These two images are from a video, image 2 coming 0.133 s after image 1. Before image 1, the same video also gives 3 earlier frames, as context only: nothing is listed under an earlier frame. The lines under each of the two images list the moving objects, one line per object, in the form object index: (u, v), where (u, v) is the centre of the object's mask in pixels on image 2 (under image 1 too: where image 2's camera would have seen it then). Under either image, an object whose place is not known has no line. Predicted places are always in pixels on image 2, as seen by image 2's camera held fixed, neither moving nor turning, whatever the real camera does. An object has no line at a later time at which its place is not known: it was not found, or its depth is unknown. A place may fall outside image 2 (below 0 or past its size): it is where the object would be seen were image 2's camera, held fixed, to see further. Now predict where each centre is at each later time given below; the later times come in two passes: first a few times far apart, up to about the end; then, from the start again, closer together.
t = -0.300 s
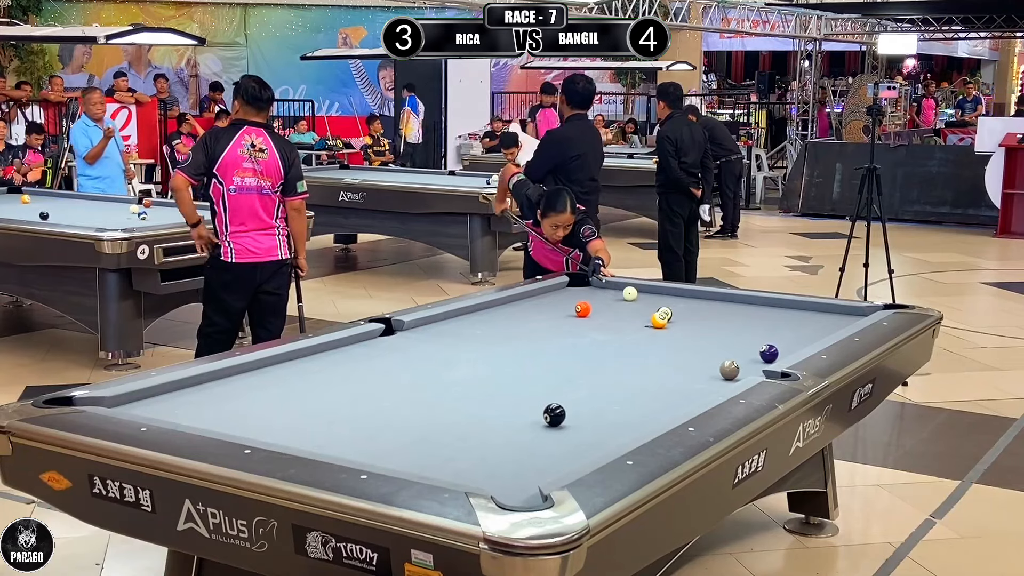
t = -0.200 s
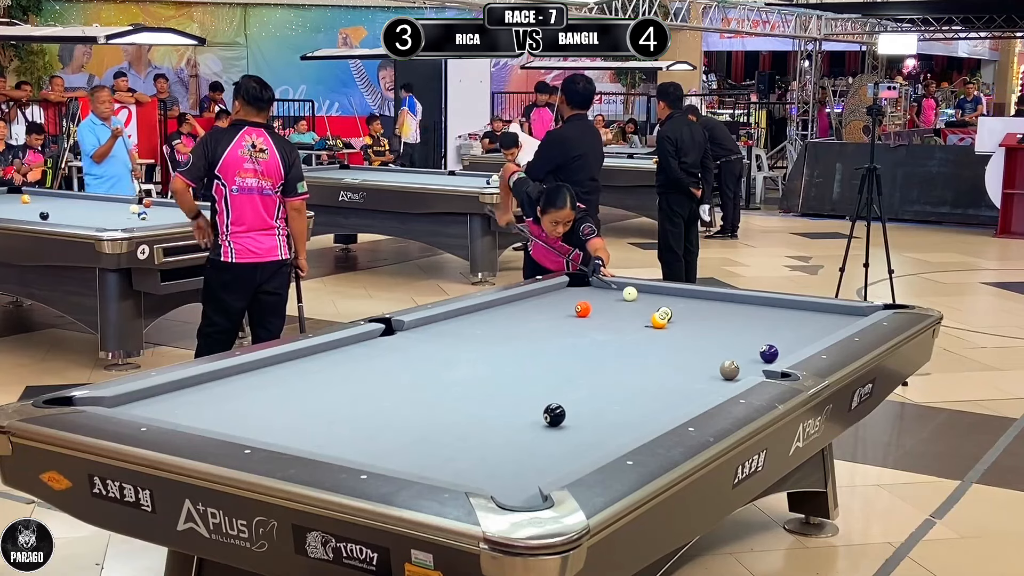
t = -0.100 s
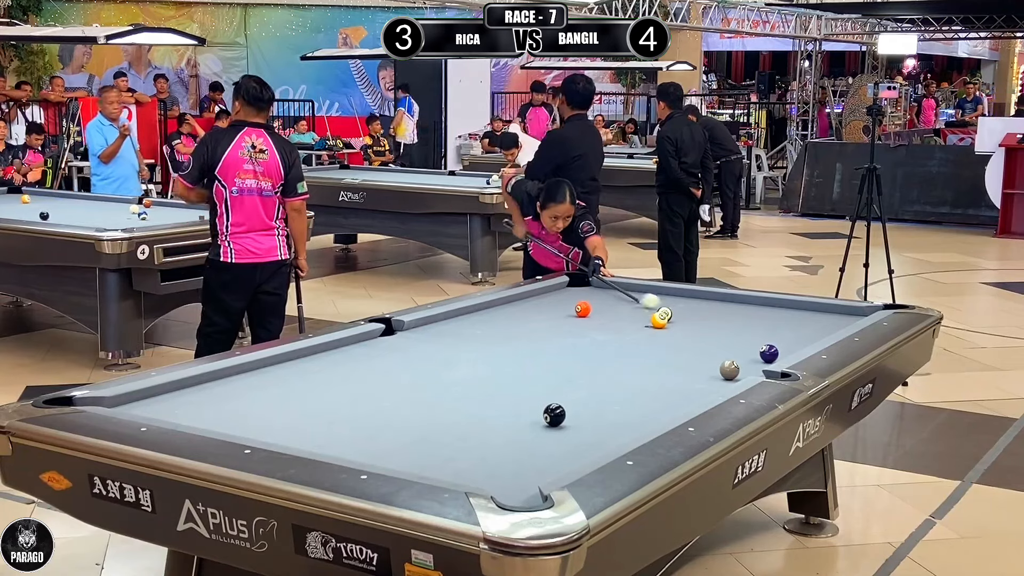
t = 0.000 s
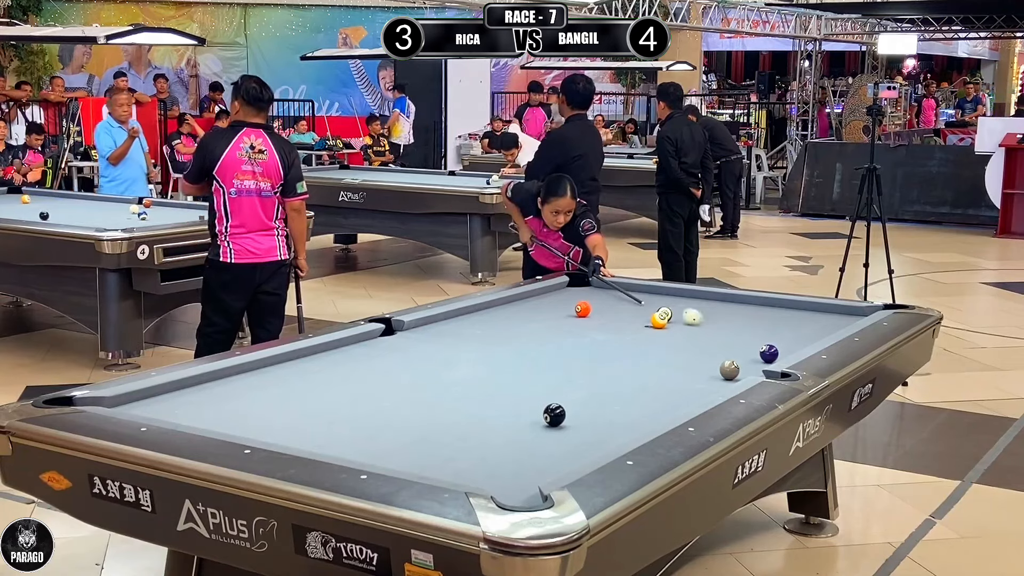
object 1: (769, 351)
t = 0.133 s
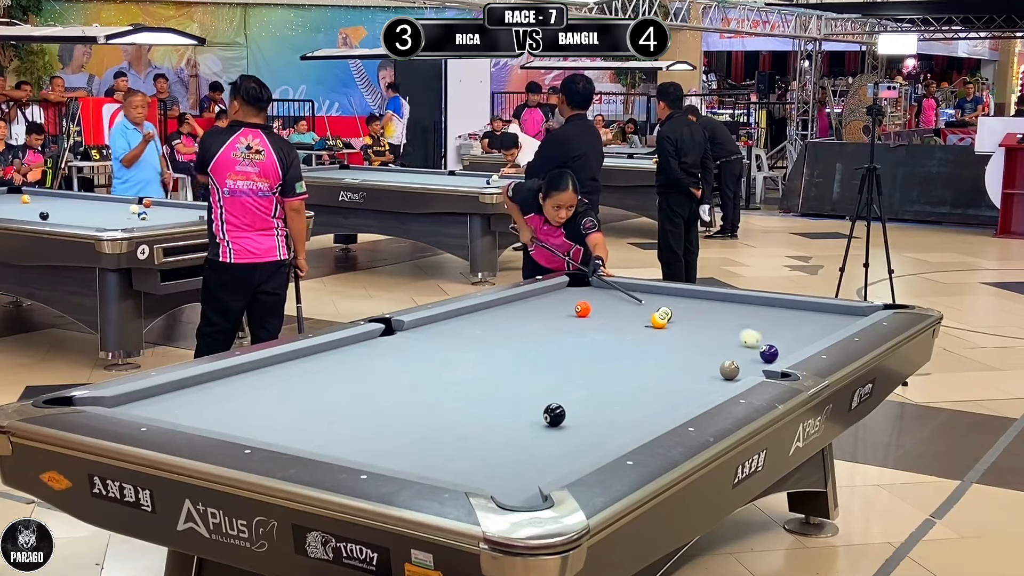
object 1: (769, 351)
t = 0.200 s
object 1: (769, 351)
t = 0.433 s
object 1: (689, 350)
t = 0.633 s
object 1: (622, 349)
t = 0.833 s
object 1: (557, 348)
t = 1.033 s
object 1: (494, 345)
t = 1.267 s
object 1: (422, 343)
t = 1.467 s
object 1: (363, 341)
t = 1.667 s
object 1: (360, 346)
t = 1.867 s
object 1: (370, 351)
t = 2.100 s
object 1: (383, 358)
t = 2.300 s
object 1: (394, 364)
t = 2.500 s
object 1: (405, 369)
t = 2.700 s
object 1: (415, 375)
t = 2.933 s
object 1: (428, 381)
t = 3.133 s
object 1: (439, 387)
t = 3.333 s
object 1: (450, 392)
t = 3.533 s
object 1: (460, 398)
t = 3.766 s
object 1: (472, 404)
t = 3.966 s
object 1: (482, 409)
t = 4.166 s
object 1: (492, 413)
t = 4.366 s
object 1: (502, 418)
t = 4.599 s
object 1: (513, 423)
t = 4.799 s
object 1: (523, 427)
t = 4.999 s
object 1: (531, 431)
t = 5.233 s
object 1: (541, 435)
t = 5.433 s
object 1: (549, 438)
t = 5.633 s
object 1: (556, 441)
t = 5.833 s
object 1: (563, 444)
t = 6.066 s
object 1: (571, 446)
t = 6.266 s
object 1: (576, 448)
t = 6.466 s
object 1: (580, 449)
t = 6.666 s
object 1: (583, 450)
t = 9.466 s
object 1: (588, 449)
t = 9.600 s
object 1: (587, 449)
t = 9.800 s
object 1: (587, 449)
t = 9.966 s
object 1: (587, 449)
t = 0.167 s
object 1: (769, 351)
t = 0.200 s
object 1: (769, 351)
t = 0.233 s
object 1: (768, 351)
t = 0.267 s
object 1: (754, 351)
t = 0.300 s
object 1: (739, 352)
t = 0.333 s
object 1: (725, 351)
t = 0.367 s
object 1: (712, 351)
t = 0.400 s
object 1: (700, 350)
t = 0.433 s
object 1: (689, 350)
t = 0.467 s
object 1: (678, 350)
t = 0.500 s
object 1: (666, 350)
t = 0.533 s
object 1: (655, 349)
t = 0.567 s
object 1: (644, 349)
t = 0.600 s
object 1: (633, 349)
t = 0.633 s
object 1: (622, 349)
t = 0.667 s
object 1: (611, 348)
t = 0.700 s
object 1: (600, 348)
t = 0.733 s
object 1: (589, 348)
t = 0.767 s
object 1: (578, 347)
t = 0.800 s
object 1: (567, 347)
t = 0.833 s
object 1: (557, 348)
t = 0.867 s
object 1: (546, 346)
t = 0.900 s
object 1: (535, 346)
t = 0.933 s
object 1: (525, 346)
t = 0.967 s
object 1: (514, 346)
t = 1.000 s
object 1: (504, 346)
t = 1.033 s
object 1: (494, 345)
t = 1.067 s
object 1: (483, 345)
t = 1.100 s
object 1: (473, 344)
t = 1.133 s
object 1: (462, 344)
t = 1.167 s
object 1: (452, 344)
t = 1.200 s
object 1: (442, 344)
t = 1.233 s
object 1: (432, 343)
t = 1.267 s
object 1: (422, 343)
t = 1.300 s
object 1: (412, 343)
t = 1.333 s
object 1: (402, 342)
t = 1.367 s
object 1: (392, 342)
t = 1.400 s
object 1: (382, 342)
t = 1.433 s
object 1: (372, 342)
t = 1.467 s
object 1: (363, 341)
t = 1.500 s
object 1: (353, 342)
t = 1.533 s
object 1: (350, 342)
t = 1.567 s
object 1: (353, 343)
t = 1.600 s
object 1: (355, 344)
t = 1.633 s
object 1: (357, 345)
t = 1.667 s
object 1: (360, 346)
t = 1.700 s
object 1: (361, 347)
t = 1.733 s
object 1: (363, 348)
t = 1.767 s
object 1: (365, 349)
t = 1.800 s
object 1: (367, 350)
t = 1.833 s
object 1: (369, 350)
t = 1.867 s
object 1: (370, 351)
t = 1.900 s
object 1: (372, 352)
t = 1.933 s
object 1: (374, 353)
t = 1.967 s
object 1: (376, 354)
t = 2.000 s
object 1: (378, 355)
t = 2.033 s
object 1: (379, 356)
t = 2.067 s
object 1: (381, 357)
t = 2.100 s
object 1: (383, 358)
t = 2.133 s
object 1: (385, 359)
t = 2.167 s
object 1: (387, 360)
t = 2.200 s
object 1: (389, 361)
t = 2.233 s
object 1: (390, 362)
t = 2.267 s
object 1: (392, 363)
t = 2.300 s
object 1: (394, 364)
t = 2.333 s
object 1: (396, 364)
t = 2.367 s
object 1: (398, 365)
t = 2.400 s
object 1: (399, 367)
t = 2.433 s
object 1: (401, 367)
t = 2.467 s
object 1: (403, 368)
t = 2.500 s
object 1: (405, 369)
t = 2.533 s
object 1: (407, 370)
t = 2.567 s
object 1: (408, 371)
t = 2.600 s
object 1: (410, 372)
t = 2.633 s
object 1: (412, 373)
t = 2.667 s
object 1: (414, 374)
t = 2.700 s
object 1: (415, 375)
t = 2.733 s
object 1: (418, 376)
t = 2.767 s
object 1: (419, 377)
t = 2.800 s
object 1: (421, 378)
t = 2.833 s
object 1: (423, 379)
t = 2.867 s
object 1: (425, 379)
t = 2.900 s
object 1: (426, 381)
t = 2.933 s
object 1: (428, 381)
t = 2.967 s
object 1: (430, 382)
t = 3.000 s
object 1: (432, 383)
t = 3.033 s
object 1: (434, 384)
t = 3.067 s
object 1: (435, 385)
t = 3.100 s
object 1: (437, 386)
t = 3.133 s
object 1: (439, 387)
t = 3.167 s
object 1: (441, 388)
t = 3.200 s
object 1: (442, 389)
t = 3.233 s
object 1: (444, 390)
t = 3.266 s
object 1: (446, 390)
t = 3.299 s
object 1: (448, 391)
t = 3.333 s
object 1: (450, 392)
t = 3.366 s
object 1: (451, 393)
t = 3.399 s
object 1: (453, 394)
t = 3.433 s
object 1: (455, 395)
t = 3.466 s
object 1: (457, 396)
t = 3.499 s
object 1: (458, 397)
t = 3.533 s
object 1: (460, 398)
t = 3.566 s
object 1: (462, 399)
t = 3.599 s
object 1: (464, 399)
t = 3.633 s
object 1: (465, 400)
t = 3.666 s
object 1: (467, 401)
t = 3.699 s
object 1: (469, 402)
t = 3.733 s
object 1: (471, 403)
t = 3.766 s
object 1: (472, 404)
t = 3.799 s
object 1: (474, 404)
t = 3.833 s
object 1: (476, 405)
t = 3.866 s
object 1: (478, 406)
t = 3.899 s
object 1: (479, 407)
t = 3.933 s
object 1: (481, 408)
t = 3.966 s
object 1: (482, 409)
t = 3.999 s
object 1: (484, 409)
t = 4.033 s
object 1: (486, 410)
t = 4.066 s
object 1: (487, 411)
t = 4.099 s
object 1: (489, 412)
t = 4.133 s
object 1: (491, 413)
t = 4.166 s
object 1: (492, 413)
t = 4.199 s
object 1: (494, 414)
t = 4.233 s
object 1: (496, 415)
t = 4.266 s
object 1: (497, 416)
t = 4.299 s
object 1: (499, 417)
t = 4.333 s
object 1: (500, 417)
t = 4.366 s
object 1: (502, 418)
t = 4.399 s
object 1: (504, 419)
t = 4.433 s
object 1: (505, 420)
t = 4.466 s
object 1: (507, 420)
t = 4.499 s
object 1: (509, 421)
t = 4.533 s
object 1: (510, 422)
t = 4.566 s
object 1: (512, 422)
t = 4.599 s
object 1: (513, 423)
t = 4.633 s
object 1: (515, 424)
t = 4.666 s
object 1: (516, 424)
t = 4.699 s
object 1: (518, 425)
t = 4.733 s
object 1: (519, 426)
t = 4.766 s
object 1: (521, 426)
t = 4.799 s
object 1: (523, 427)
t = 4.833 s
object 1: (524, 428)
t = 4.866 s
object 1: (525, 428)
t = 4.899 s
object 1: (527, 429)
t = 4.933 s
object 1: (528, 430)
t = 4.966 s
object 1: (530, 430)
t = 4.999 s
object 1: (531, 431)
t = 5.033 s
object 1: (533, 432)
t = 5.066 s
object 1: (534, 432)
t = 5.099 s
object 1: (536, 433)
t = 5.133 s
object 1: (537, 433)
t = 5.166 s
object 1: (538, 434)
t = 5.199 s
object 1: (540, 434)
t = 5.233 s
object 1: (541, 435)
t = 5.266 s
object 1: (542, 436)
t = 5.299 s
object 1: (544, 437)
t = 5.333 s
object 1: (545, 437)
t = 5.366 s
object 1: (546, 437)
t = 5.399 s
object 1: (548, 437)
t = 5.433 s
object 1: (549, 438)
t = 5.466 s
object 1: (550, 438)
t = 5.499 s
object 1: (551, 439)
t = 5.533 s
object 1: (553, 440)
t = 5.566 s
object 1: (554, 440)
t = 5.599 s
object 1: (555, 441)
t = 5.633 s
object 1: (556, 441)
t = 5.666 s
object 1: (557, 441)
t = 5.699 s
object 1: (559, 442)
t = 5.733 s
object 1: (560, 443)
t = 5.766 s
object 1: (561, 443)
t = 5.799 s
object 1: (562, 443)
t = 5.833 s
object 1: (563, 444)
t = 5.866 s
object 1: (564, 444)
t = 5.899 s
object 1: (565, 444)
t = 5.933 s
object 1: (567, 445)
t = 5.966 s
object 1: (568, 445)
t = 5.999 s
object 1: (569, 446)
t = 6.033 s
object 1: (570, 446)
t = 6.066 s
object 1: (571, 446)
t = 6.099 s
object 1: (572, 447)
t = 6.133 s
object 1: (573, 447)
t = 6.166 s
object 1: (573, 447)
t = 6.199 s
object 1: (574, 447)
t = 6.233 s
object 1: (575, 448)
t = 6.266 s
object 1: (576, 448)
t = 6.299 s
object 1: (576, 448)
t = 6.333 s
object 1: (577, 449)
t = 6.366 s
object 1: (576, 446)
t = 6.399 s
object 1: (579, 449)
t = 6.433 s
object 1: (579, 449)
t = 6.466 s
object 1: (580, 449)
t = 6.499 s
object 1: (580, 449)
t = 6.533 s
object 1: (581, 449)
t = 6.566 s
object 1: (581, 449)
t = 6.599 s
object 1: (582, 449)
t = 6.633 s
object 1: (583, 449)
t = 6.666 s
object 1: (583, 450)
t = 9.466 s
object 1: (588, 449)
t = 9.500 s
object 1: (588, 449)
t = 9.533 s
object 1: (588, 449)
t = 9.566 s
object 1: (588, 449)
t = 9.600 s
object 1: (587, 449)
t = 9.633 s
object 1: (588, 449)
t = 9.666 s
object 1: (588, 449)
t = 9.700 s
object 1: (587, 449)
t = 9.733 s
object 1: (587, 450)
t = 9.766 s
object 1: (588, 449)
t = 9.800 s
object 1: (587, 449)
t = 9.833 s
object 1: (587, 449)
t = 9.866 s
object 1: (587, 449)
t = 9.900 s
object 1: (588, 449)
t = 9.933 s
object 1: (588, 449)
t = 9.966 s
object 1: (587, 449)
